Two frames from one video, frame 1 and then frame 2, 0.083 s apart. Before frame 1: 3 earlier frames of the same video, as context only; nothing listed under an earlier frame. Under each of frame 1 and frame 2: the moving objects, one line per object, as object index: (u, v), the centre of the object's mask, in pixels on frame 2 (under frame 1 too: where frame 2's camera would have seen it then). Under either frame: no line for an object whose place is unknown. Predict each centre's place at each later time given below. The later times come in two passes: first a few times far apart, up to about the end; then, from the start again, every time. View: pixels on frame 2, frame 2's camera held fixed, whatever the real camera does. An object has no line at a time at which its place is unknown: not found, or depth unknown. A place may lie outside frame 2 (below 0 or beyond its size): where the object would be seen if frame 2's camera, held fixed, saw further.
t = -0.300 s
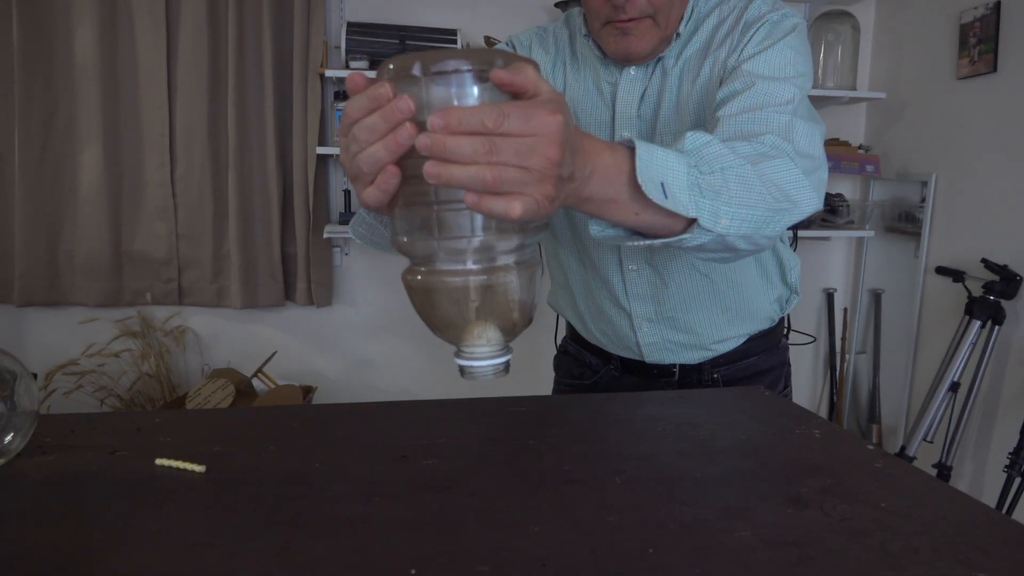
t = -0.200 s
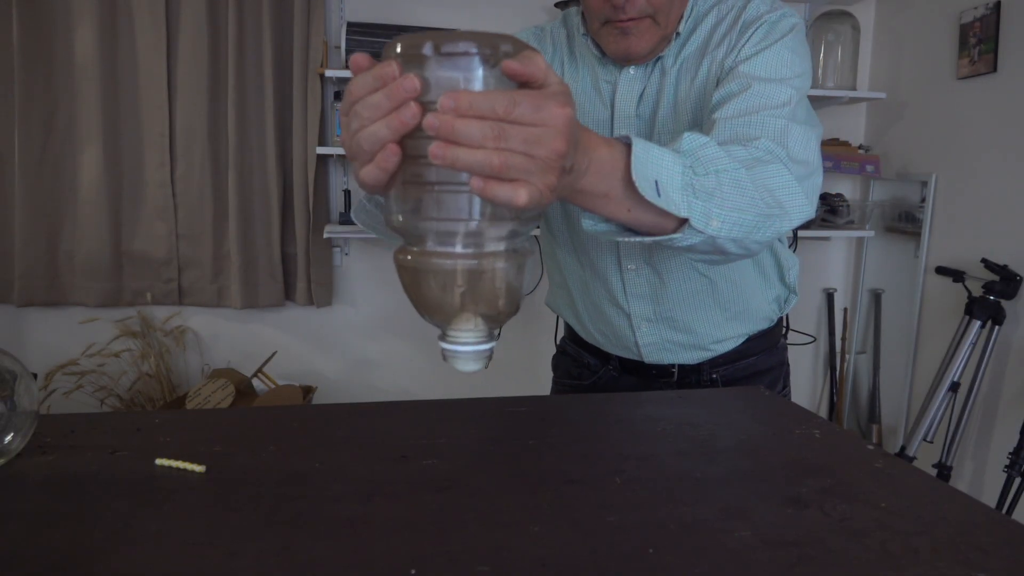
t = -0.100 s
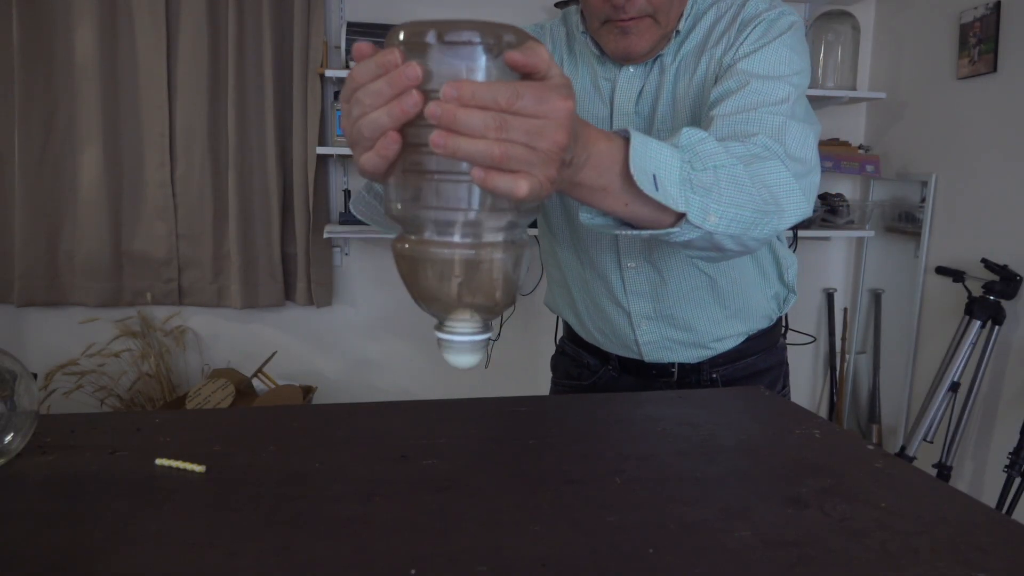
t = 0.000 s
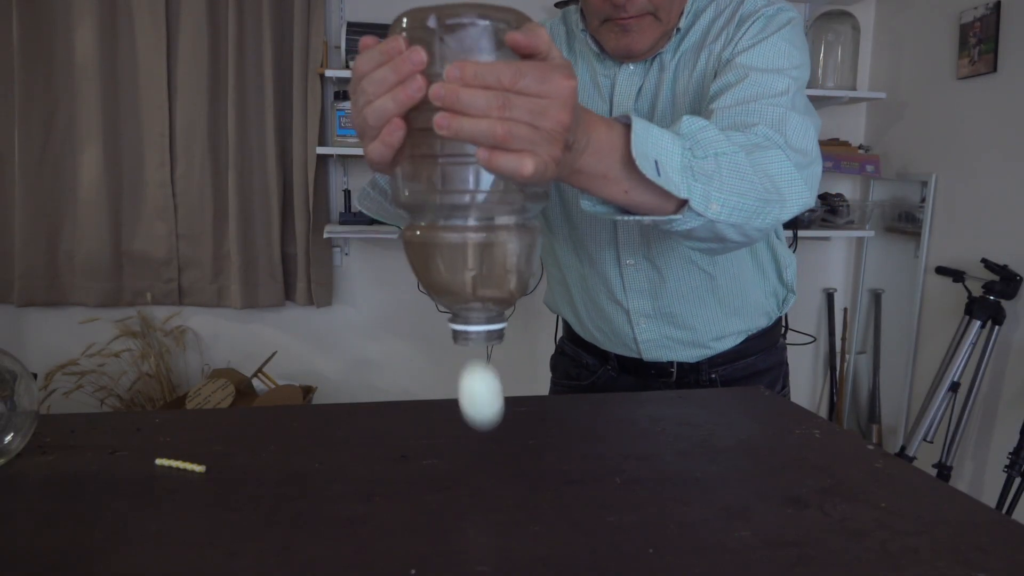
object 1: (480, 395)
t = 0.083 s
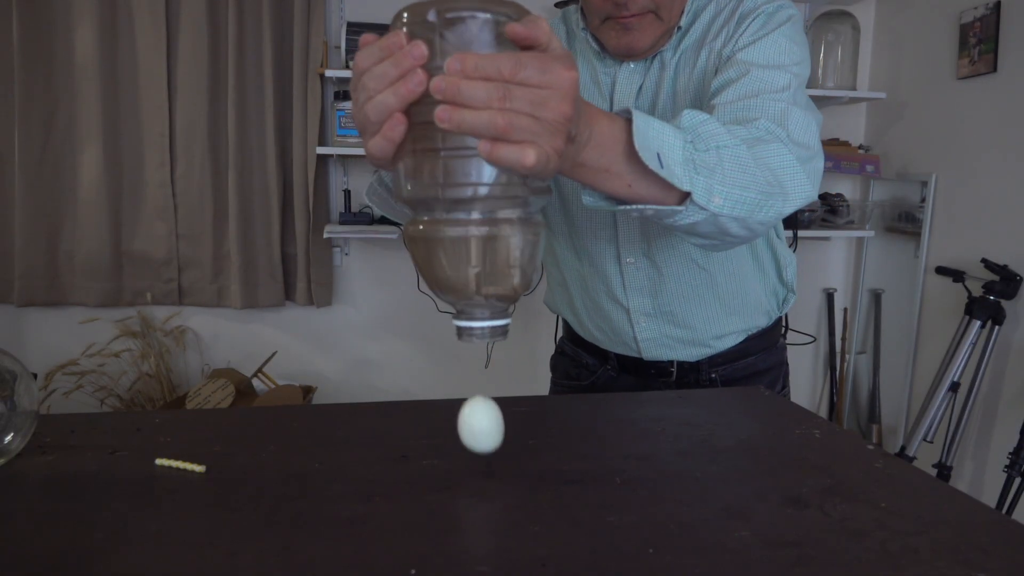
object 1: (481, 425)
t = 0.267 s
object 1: (468, 442)
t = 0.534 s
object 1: (514, 448)
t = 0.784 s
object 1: (490, 450)
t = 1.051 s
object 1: (504, 451)
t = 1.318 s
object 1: (499, 451)
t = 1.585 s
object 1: (499, 451)
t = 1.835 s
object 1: (499, 451)
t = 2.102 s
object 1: (499, 451)
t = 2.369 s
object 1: (499, 451)
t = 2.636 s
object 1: (499, 451)
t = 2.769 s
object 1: (499, 451)
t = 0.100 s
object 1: (478, 419)
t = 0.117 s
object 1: (475, 416)
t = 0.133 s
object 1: (472, 417)
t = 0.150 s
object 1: (470, 420)
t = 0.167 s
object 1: (467, 426)
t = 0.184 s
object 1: (464, 434)
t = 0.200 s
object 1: (461, 446)
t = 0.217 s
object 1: (460, 452)
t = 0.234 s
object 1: (462, 446)
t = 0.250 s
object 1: (465, 442)
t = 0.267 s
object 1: (468, 442)
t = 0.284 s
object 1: (470, 444)
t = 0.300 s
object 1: (473, 449)
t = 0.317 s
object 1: (475, 449)
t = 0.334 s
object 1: (478, 447)
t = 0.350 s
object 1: (481, 448)
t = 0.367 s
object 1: (484, 450)
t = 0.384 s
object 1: (487, 450)
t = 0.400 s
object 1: (492, 450)
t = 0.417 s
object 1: (496, 451)
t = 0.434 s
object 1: (499, 451)
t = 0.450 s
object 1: (503, 451)
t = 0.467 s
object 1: (507, 450)
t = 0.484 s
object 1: (509, 449)
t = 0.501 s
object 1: (512, 449)
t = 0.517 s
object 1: (513, 448)
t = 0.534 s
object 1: (514, 448)
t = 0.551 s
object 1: (515, 448)
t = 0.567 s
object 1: (515, 448)
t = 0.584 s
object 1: (514, 448)
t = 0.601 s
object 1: (513, 448)
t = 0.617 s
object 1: (512, 448)
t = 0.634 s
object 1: (510, 449)
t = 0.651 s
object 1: (508, 449)
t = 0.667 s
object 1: (505, 450)
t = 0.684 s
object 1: (502, 450)
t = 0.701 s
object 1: (499, 450)
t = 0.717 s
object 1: (497, 450)
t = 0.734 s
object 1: (494, 450)
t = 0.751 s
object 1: (492, 450)
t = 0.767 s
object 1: (491, 450)
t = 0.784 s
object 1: (490, 450)
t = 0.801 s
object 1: (489, 450)
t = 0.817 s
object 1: (489, 450)
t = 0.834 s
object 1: (489, 450)
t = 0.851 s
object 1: (490, 450)
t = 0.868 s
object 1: (491, 450)
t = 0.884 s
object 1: (493, 450)
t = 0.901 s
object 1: (494, 451)
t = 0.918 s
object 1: (496, 451)
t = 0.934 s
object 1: (498, 451)
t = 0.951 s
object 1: (500, 451)
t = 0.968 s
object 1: (501, 451)
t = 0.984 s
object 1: (503, 451)
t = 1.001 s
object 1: (504, 451)
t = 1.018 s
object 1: (504, 451)
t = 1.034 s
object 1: (504, 451)
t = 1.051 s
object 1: (504, 451)
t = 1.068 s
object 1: (503, 451)
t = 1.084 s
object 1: (502, 451)
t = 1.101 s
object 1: (501, 451)
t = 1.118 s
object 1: (500, 451)
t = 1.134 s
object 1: (499, 451)
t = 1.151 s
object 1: (498, 451)
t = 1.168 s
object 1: (497, 451)
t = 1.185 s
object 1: (497, 451)
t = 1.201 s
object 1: (497, 451)
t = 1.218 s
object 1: (497, 451)
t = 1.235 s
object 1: (497, 451)
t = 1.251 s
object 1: (498, 451)
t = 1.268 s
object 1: (498, 451)
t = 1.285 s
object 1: (498, 451)
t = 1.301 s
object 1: (499, 451)
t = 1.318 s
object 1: (499, 451)
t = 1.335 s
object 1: (500, 451)
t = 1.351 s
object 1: (500, 451)
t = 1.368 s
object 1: (500, 451)
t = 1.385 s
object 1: (500, 451)
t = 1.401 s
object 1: (499, 451)
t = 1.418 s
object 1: (499, 451)
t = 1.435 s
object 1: (499, 451)
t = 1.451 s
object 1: (499, 451)
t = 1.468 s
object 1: (499, 451)
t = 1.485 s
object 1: (499, 451)
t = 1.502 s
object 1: (499, 451)
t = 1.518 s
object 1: (499, 451)
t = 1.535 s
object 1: (499, 451)
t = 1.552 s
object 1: (499, 451)
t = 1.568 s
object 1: (499, 451)
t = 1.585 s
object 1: (499, 451)
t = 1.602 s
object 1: (499, 451)
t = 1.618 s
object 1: (499, 451)
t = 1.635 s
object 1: (499, 451)
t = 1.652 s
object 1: (499, 451)
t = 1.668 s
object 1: (499, 451)
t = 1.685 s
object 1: (499, 451)
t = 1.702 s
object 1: (499, 451)
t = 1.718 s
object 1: (499, 451)
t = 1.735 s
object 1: (499, 451)
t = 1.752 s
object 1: (499, 451)
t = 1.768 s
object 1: (499, 451)
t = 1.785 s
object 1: (499, 451)
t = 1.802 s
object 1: (499, 451)
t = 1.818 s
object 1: (499, 451)
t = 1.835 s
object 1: (499, 451)
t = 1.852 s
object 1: (499, 451)
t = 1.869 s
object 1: (499, 451)
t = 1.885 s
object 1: (499, 451)
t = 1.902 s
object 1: (499, 451)
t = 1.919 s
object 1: (499, 451)
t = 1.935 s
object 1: (499, 451)
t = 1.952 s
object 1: (499, 451)
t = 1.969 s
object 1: (499, 451)
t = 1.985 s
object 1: (499, 451)
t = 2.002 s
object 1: (499, 451)
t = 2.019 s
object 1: (499, 451)
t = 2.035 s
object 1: (499, 451)
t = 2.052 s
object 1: (499, 451)
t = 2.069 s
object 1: (499, 451)
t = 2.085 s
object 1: (499, 451)
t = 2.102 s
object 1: (499, 451)
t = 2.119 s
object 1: (499, 451)
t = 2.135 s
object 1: (499, 451)
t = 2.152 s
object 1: (499, 451)
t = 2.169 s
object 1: (499, 451)
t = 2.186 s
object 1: (499, 451)
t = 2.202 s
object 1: (499, 451)
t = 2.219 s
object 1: (499, 451)
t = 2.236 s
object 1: (499, 451)
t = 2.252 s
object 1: (499, 451)
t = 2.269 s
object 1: (499, 451)
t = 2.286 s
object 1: (499, 451)
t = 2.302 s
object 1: (499, 451)
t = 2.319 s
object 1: (499, 451)
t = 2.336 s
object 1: (499, 451)
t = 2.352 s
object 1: (499, 451)
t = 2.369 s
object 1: (499, 451)
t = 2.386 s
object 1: (499, 451)
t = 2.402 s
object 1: (499, 451)
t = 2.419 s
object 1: (499, 451)
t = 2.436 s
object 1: (499, 451)
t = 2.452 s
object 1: (499, 451)
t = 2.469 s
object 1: (499, 451)
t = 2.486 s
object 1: (499, 451)
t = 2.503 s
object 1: (499, 451)
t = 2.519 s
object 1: (499, 451)
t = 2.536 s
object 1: (499, 451)
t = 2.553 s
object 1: (499, 451)
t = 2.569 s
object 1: (499, 451)
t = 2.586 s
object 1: (499, 451)
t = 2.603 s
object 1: (499, 451)
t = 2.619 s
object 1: (499, 451)
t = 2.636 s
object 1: (499, 451)
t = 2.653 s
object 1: (499, 451)
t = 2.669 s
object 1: (499, 451)
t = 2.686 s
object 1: (499, 451)
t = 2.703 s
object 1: (499, 451)
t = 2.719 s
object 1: (499, 451)
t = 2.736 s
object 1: (499, 451)
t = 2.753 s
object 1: (499, 451)
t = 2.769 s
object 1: (499, 451)
